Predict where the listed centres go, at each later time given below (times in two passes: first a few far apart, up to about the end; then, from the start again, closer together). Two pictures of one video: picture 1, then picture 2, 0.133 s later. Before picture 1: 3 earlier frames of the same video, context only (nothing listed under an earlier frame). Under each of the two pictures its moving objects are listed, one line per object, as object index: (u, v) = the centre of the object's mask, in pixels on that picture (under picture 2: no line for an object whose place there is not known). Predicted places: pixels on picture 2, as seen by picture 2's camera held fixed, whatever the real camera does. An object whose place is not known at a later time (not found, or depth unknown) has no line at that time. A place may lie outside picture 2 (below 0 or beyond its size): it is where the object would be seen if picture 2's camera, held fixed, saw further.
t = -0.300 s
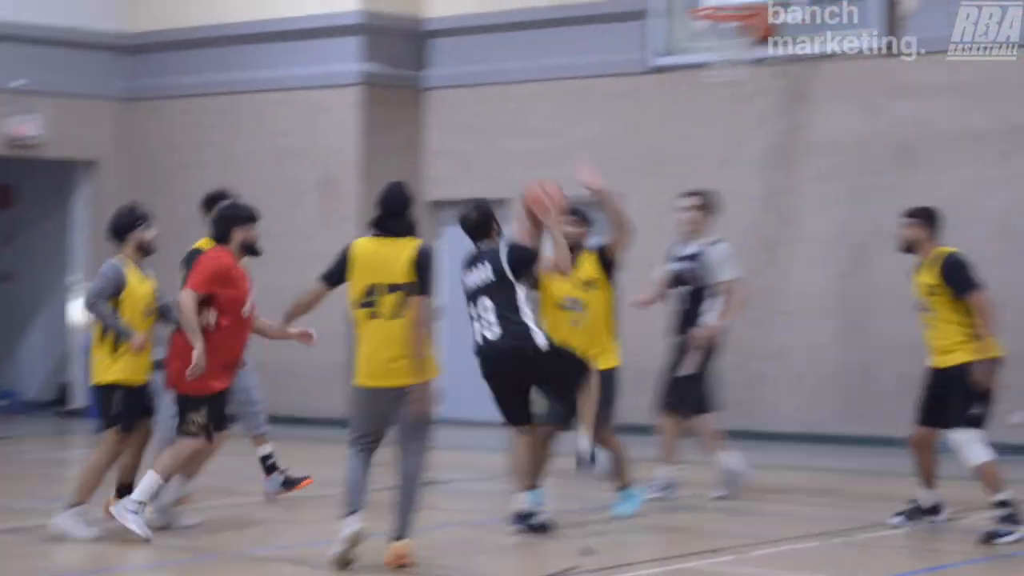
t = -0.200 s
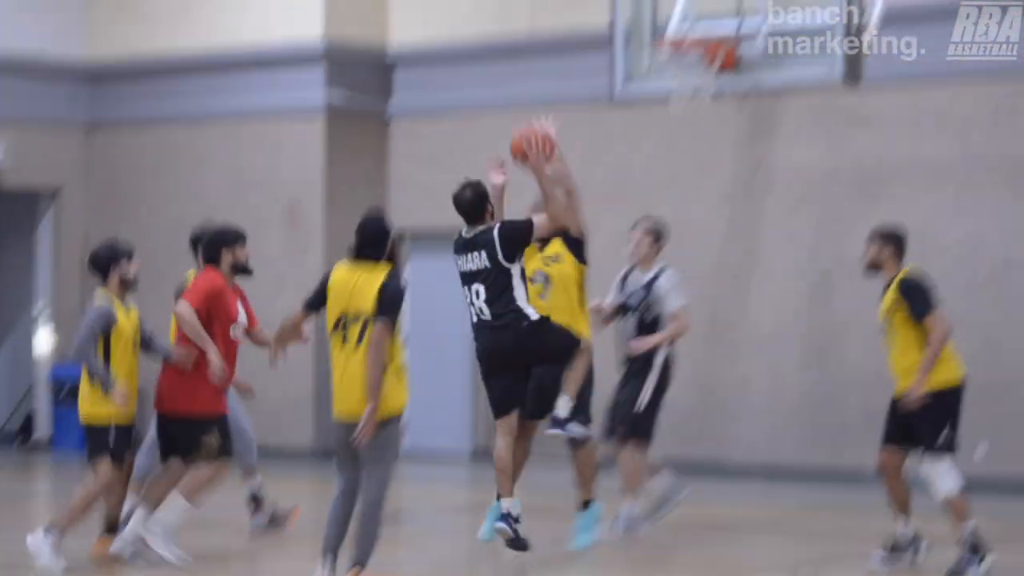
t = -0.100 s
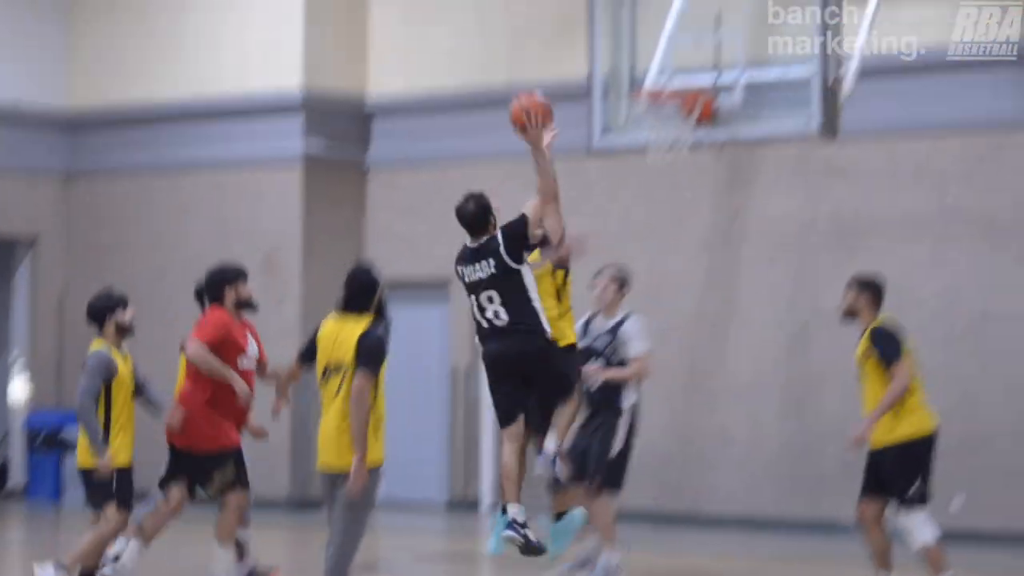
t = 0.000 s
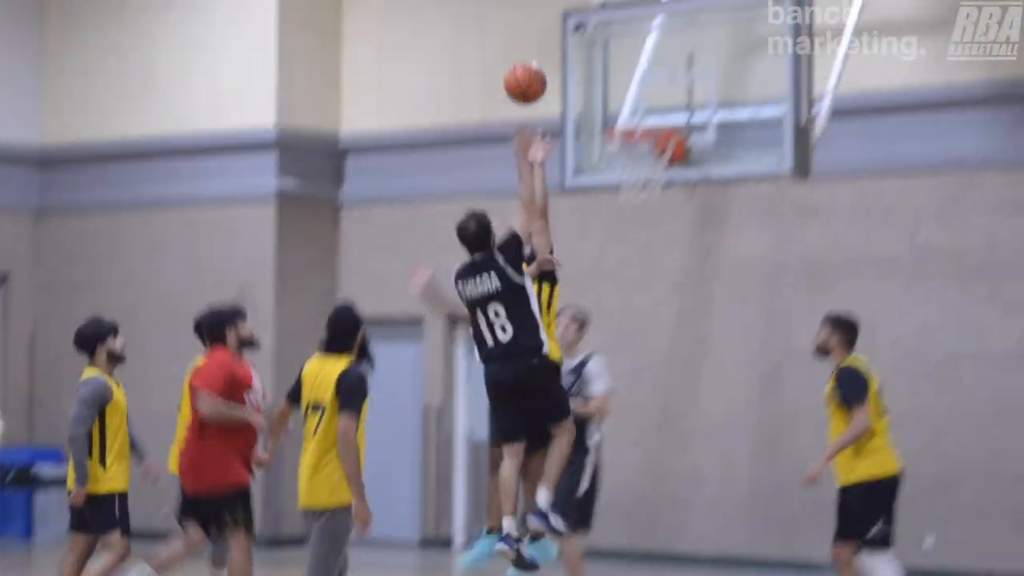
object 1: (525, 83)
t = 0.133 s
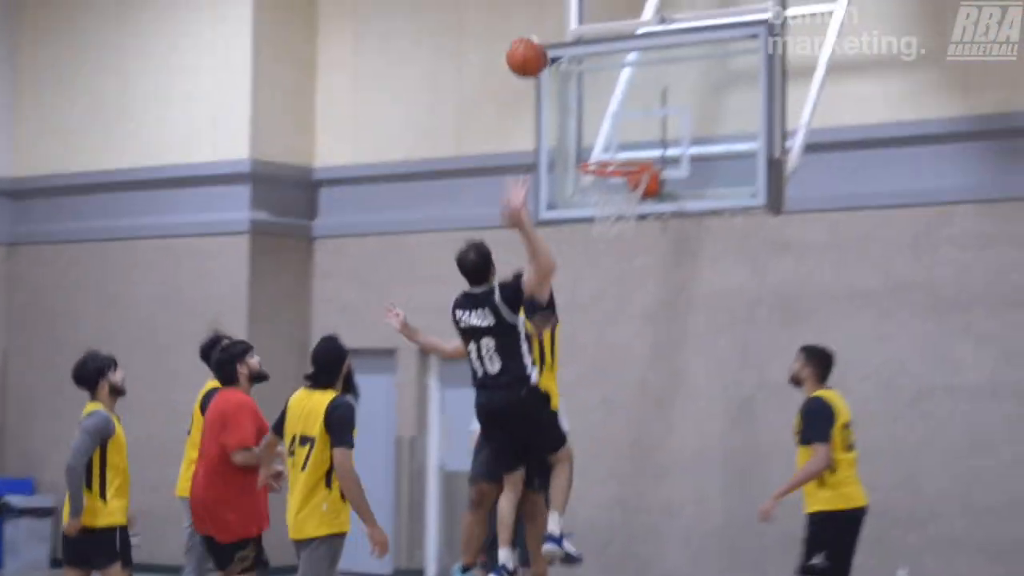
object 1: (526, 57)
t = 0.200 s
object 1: (540, 40)
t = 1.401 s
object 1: (613, 163)
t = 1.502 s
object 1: (617, 188)
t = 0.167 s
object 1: (533, 48)
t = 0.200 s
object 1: (540, 40)
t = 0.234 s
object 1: (547, 33)
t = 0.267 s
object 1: (553, 29)
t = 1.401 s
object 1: (613, 163)
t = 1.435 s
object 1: (613, 171)
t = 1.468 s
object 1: (614, 180)
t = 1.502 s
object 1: (617, 188)
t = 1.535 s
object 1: (616, 203)
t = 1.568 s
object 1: (616, 215)
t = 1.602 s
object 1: (617, 230)
